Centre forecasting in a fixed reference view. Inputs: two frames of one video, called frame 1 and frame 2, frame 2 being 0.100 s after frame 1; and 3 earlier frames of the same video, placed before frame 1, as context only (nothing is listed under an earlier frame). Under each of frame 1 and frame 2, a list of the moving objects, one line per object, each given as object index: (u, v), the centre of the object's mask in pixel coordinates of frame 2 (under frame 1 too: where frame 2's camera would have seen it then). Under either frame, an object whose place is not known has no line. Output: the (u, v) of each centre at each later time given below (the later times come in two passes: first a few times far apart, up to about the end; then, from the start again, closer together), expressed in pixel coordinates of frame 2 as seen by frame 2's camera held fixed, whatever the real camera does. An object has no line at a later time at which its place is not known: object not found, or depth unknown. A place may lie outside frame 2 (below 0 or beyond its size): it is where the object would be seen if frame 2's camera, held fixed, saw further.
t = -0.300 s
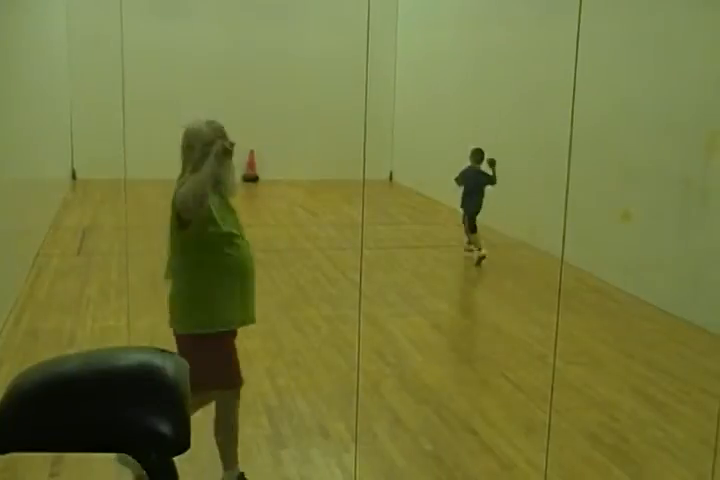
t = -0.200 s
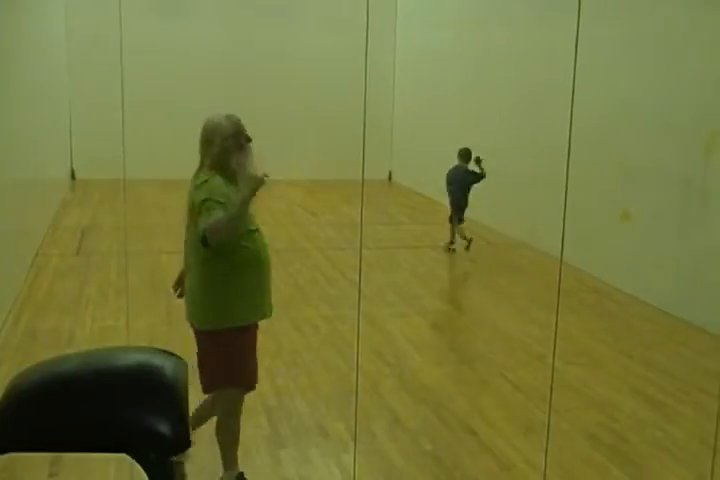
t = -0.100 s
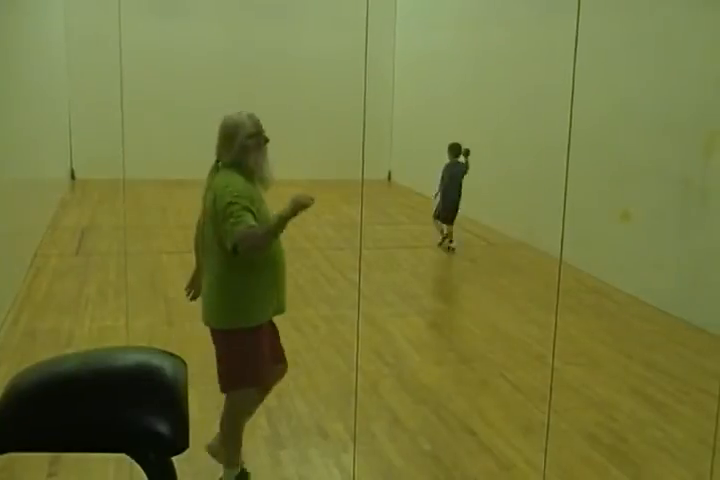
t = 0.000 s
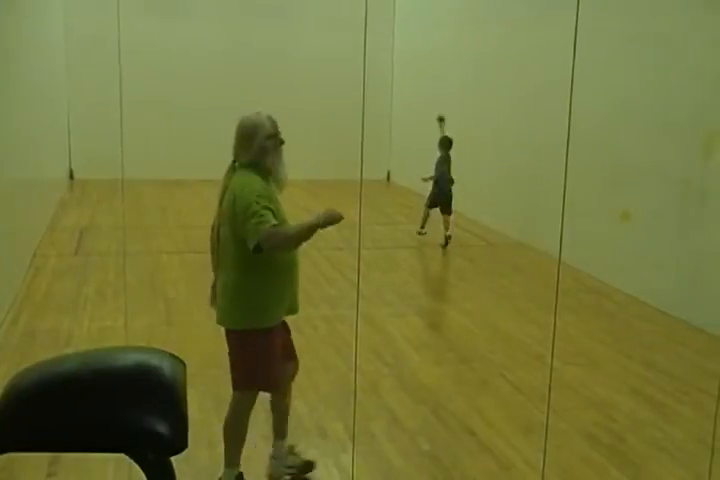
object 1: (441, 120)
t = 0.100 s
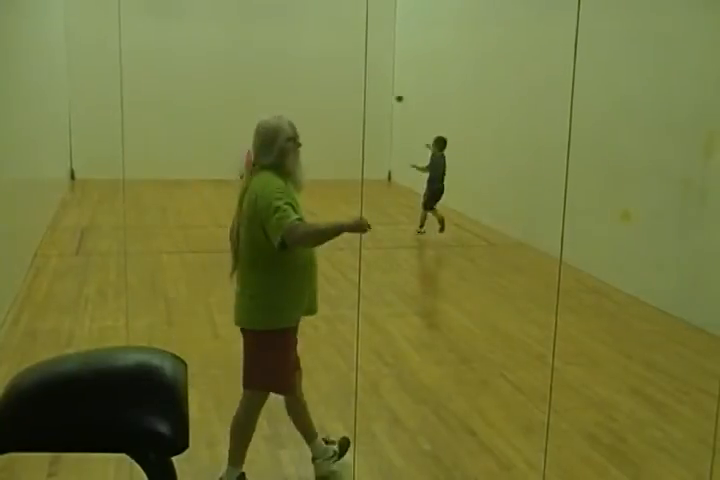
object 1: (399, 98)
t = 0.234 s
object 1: (349, 87)
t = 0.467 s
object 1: (280, 98)
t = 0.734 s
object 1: (227, 146)
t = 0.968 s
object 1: (217, 170)
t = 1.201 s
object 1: (209, 151)
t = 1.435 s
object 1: (198, 173)
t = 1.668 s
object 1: (187, 215)
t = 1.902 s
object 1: (172, 196)
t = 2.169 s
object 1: (151, 240)
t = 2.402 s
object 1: (126, 257)
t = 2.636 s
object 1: (94, 270)
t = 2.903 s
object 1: (45, 357)
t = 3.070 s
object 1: (0, 364)
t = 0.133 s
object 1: (386, 94)
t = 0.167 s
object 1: (373, 91)
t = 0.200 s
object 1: (360, 89)
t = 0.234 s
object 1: (349, 87)
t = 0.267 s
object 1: (338, 86)
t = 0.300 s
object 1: (327, 86)
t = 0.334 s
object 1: (317, 87)
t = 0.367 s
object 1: (307, 89)
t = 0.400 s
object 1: (298, 91)
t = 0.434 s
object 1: (290, 95)
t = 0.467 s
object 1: (280, 98)
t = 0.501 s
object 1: (271, 102)
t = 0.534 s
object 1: (263, 107)
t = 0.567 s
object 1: (254, 114)
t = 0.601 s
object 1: (247, 119)
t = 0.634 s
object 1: (240, 125)
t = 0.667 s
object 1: (232, 132)
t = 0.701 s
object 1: (228, 139)
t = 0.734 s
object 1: (227, 146)
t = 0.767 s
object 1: (225, 154)
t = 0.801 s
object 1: (224, 164)
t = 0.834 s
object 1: (221, 174)
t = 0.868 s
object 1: (218, 184)
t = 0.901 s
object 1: (218, 182)
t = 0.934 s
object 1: (217, 176)
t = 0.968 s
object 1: (217, 170)
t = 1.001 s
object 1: (216, 165)
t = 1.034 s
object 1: (214, 161)
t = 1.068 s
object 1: (213, 157)
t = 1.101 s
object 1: (212, 154)
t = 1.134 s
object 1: (210, 153)
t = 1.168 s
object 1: (209, 151)
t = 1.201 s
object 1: (209, 151)
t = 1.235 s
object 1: (207, 151)
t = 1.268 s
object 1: (206, 152)
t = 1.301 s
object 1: (204, 154)
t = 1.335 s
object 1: (203, 157)
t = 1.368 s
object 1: (201, 161)
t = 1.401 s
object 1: (200, 167)
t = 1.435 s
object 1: (198, 173)
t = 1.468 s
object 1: (197, 180)
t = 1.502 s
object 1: (194, 187)
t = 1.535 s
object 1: (193, 197)
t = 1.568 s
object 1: (192, 207)
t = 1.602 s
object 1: (191, 219)
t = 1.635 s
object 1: (189, 222)
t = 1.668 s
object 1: (187, 215)
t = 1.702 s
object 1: (184, 209)
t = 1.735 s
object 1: (182, 205)
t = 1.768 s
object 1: (181, 201)
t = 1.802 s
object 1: (178, 198)
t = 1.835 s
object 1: (177, 197)
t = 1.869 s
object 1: (175, 196)
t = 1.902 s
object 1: (172, 196)
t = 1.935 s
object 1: (170, 196)
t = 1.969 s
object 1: (167, 198)
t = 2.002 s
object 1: (165, 202)
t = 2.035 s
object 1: (163, 207)
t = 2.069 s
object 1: (160, 213)
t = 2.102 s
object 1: (157, 221)
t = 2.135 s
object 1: (154, 230)
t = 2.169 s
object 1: (151, 240)
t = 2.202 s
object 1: (149, 252)
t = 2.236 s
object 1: (145, 266)
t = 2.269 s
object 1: (141, 281)
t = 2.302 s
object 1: (138, 273)
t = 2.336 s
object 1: (133, 266)
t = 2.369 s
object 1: (130, 261)
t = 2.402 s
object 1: (126, 257)
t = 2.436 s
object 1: (121, 255)
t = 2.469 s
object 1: (118, 253)
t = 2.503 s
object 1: (113, 254)
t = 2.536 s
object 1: (109, 256)
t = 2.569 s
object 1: (104, 259)
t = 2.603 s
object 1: (99, 263)
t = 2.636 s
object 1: (94, 270)
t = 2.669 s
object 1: (89, 279)
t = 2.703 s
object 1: (83, 288)
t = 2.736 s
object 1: (78, 300)
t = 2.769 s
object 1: (73, 315)
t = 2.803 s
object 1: (67, 332)
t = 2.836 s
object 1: (61, 349)
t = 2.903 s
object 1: (45, 357)
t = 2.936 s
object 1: (38, 356)
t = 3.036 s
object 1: (12, 360)
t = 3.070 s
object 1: (0, 364)
